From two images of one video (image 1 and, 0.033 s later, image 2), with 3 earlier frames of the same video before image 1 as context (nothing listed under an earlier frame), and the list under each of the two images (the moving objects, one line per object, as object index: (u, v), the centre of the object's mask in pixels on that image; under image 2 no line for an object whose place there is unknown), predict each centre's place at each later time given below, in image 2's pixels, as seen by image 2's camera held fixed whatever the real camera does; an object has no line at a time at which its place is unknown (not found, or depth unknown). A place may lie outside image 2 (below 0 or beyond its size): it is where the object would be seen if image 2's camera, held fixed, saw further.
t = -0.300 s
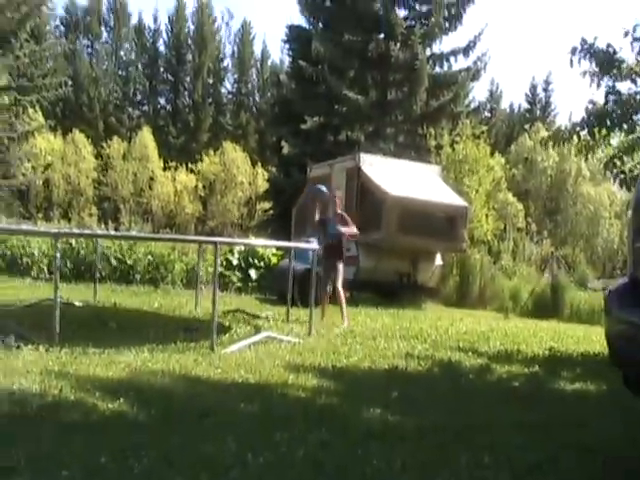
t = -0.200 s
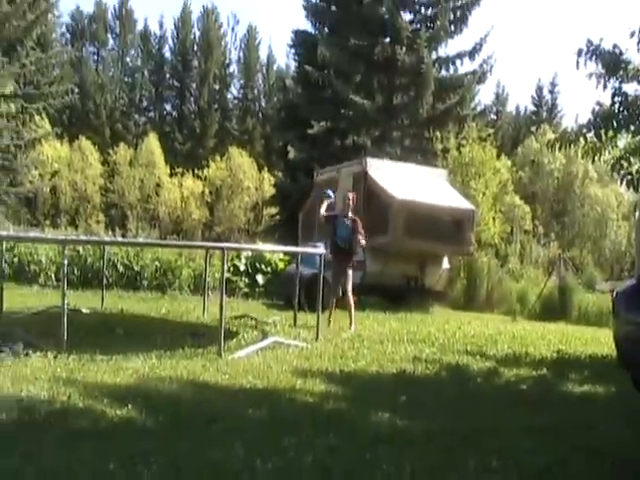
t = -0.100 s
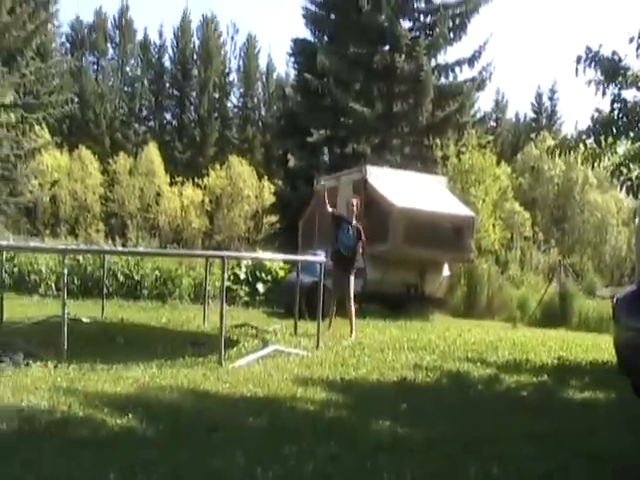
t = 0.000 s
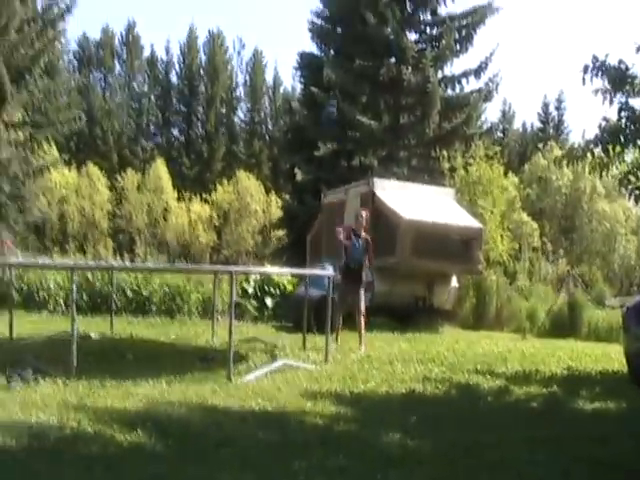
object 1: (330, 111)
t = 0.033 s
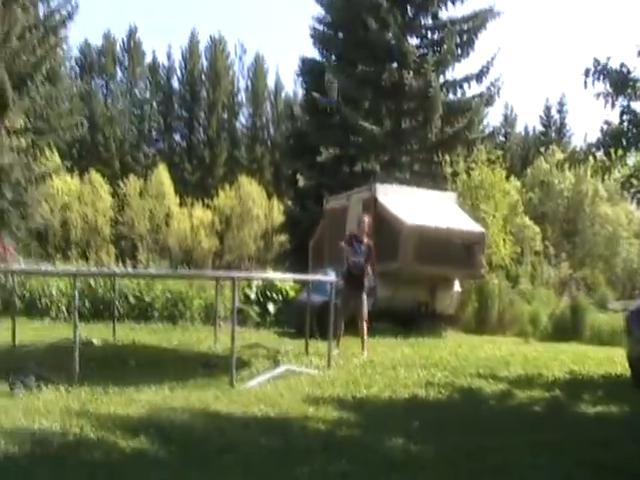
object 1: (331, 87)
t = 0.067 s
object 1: (330, 74)
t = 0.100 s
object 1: (331, 52)
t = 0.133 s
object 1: (329, 33)
